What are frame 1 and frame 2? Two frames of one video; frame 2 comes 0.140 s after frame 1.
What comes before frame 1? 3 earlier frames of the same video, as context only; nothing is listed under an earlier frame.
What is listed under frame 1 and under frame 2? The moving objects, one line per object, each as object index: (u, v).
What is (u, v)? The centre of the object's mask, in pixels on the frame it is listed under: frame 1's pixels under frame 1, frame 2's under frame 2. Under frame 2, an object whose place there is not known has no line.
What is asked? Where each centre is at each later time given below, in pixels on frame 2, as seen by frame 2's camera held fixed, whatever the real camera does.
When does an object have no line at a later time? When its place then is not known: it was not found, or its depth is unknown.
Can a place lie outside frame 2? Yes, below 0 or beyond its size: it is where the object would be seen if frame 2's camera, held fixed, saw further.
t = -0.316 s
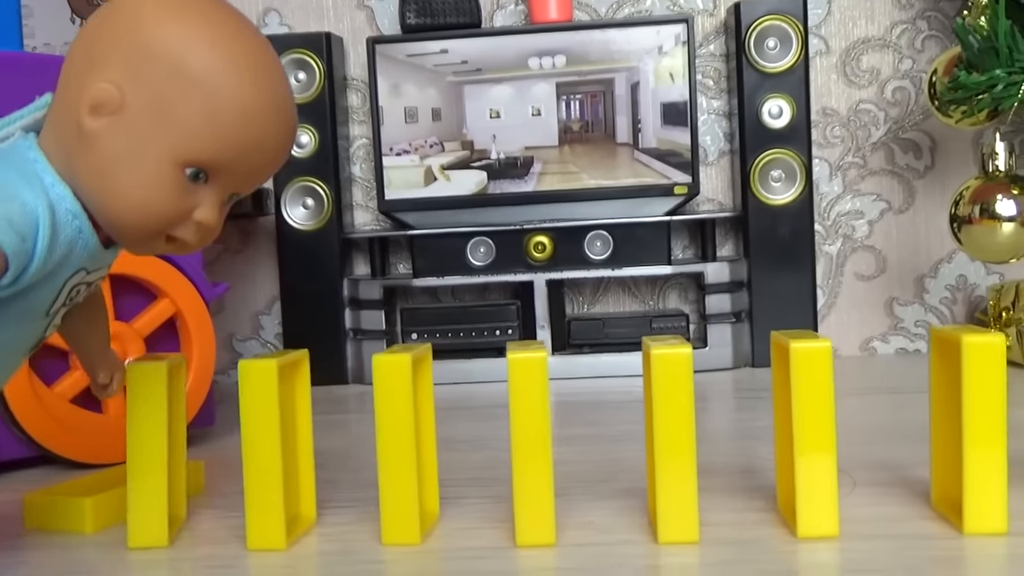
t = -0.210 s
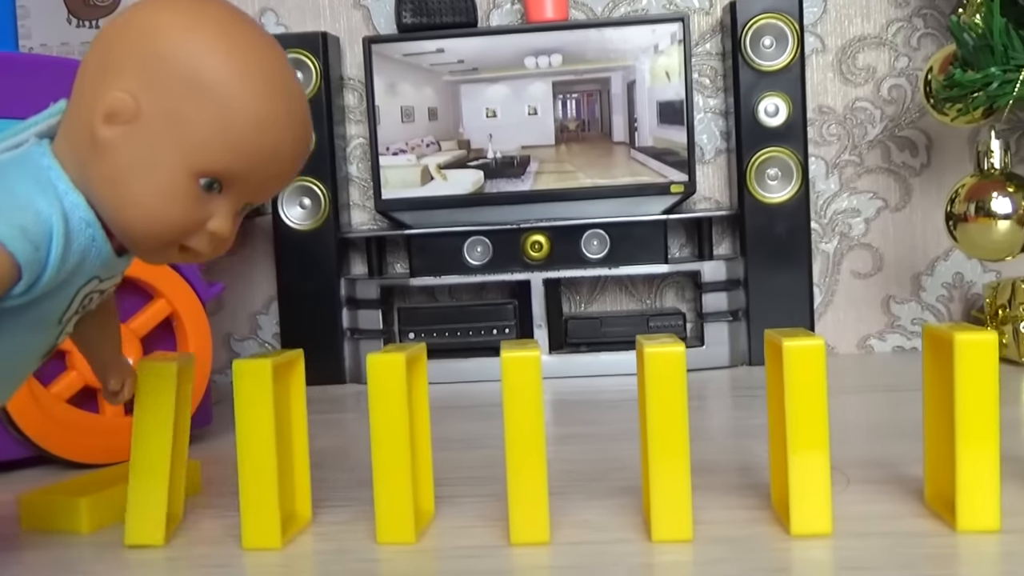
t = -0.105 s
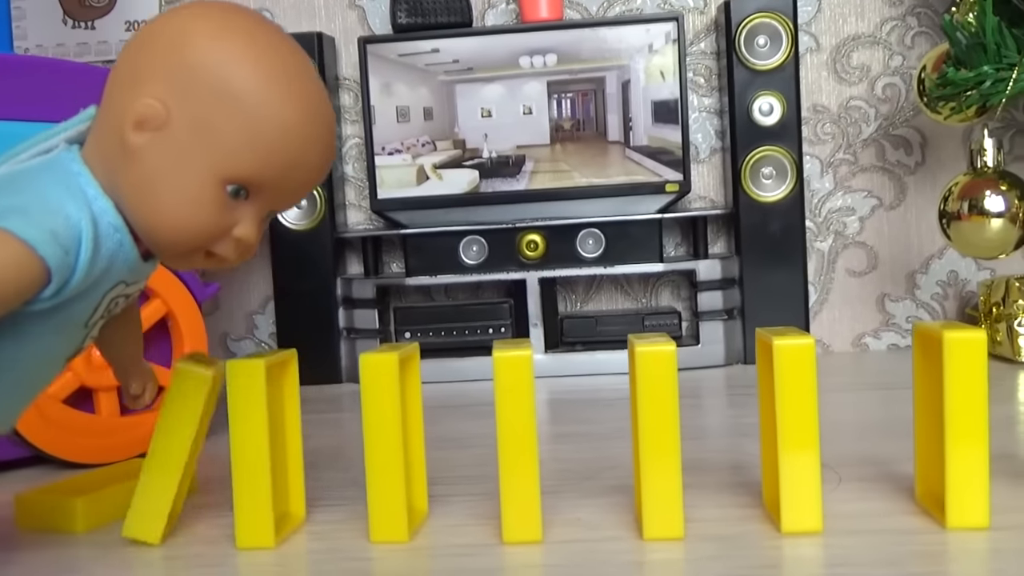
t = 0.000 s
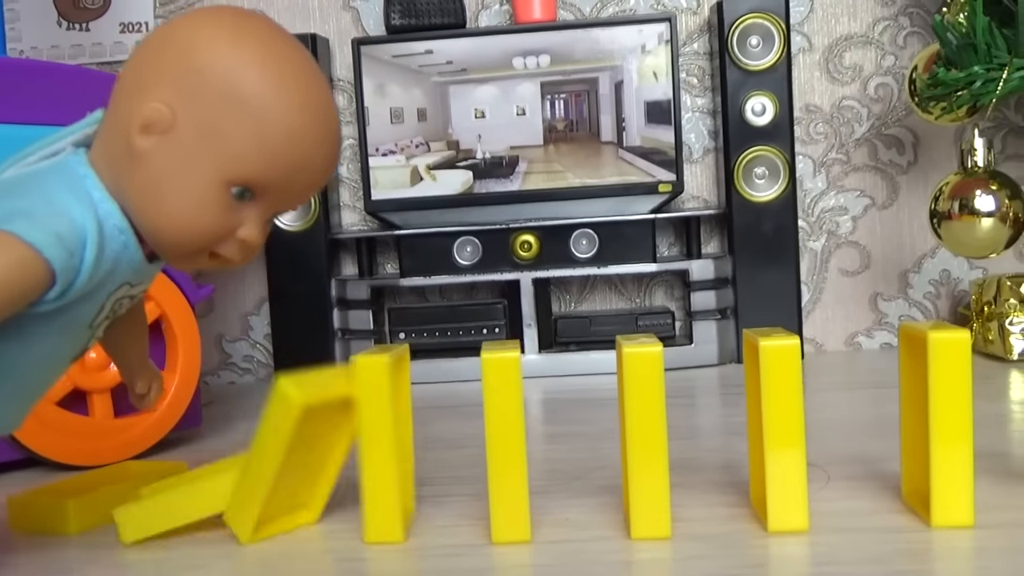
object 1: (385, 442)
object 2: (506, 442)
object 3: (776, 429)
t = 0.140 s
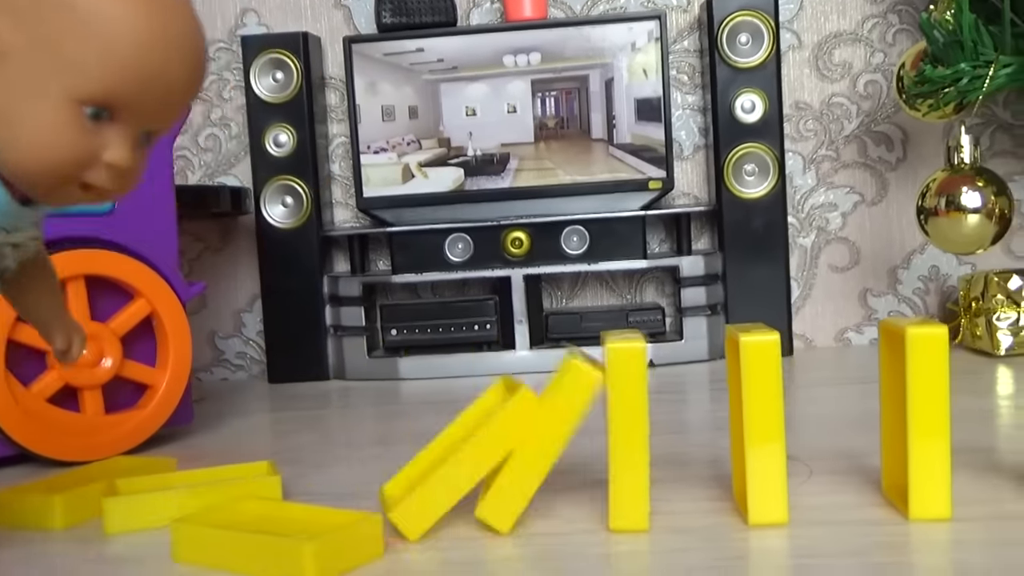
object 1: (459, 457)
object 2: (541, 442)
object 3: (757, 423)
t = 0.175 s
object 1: (469, 471)
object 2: (570, 464)
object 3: (757, 424)
